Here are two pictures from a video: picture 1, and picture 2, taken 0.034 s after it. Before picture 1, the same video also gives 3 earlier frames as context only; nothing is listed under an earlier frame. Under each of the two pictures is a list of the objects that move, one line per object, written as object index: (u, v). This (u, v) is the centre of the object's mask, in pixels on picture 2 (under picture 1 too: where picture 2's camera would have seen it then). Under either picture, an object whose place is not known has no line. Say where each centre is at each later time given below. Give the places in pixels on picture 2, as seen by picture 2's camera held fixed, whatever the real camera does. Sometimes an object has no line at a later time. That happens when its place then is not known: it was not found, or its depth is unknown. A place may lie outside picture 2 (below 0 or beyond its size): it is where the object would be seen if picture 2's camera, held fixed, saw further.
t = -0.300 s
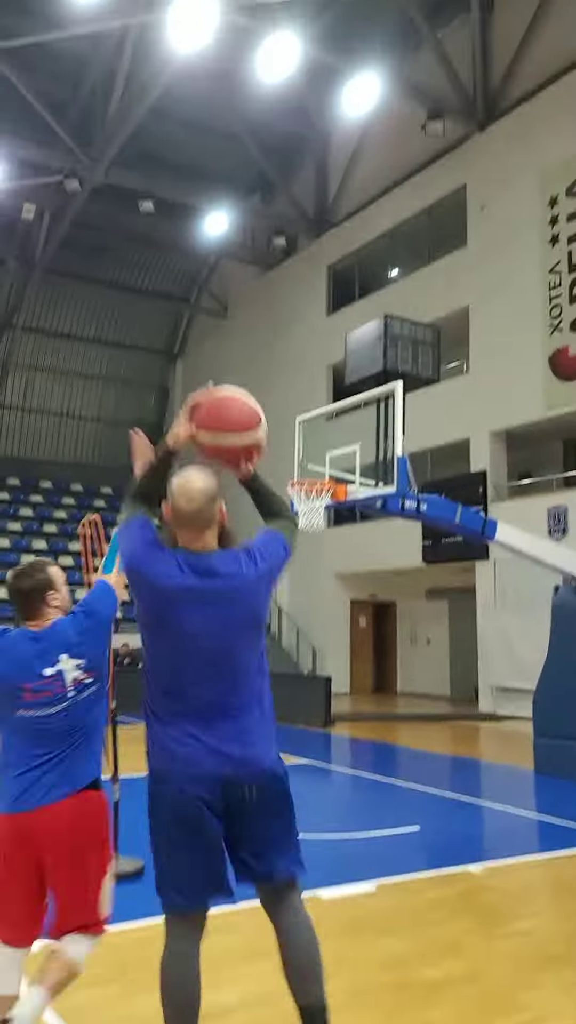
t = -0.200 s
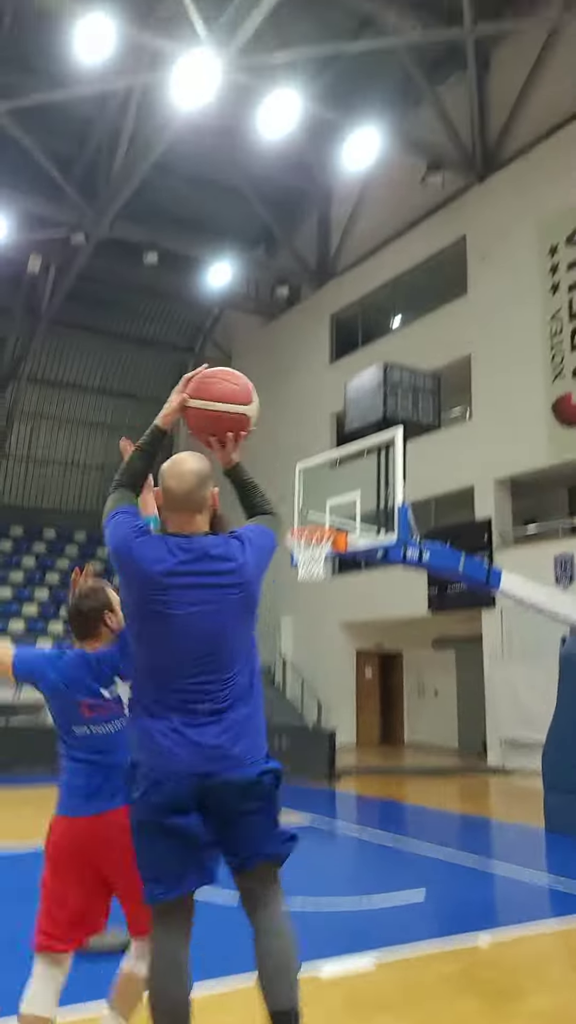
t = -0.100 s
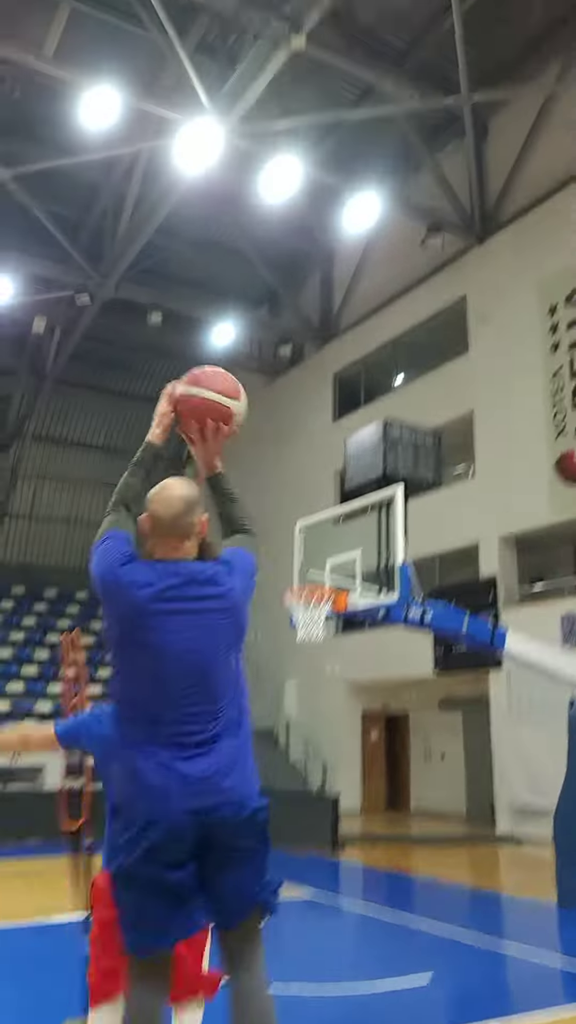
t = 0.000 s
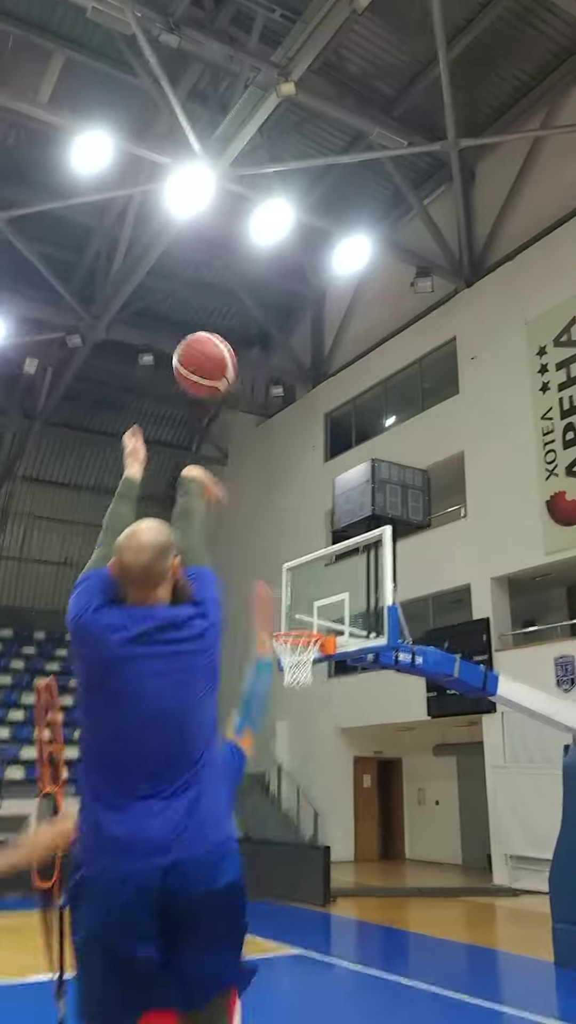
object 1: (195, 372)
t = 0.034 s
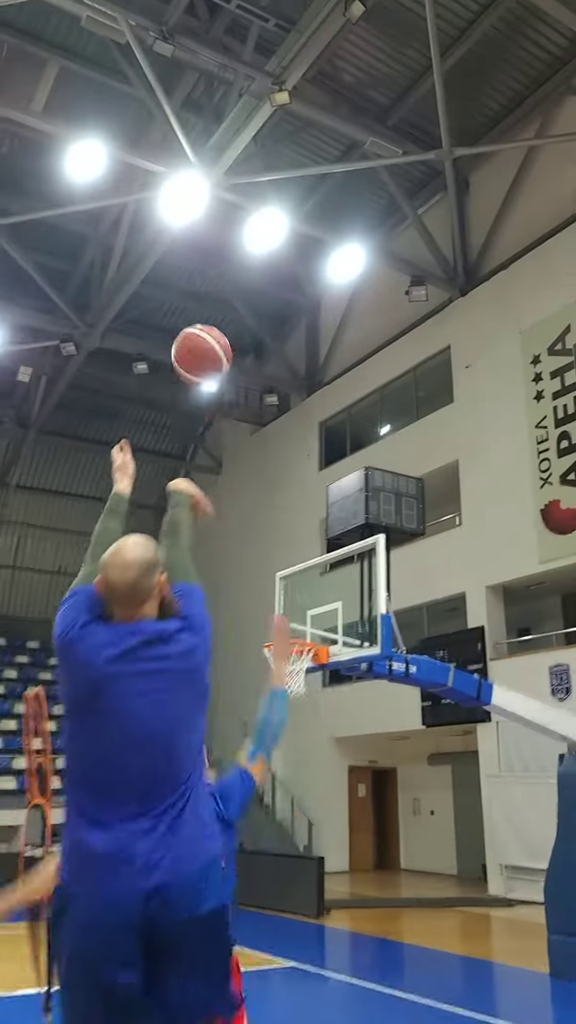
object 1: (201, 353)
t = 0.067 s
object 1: (206, 342)
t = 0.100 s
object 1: (211, 334)
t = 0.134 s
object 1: (213, 327)
